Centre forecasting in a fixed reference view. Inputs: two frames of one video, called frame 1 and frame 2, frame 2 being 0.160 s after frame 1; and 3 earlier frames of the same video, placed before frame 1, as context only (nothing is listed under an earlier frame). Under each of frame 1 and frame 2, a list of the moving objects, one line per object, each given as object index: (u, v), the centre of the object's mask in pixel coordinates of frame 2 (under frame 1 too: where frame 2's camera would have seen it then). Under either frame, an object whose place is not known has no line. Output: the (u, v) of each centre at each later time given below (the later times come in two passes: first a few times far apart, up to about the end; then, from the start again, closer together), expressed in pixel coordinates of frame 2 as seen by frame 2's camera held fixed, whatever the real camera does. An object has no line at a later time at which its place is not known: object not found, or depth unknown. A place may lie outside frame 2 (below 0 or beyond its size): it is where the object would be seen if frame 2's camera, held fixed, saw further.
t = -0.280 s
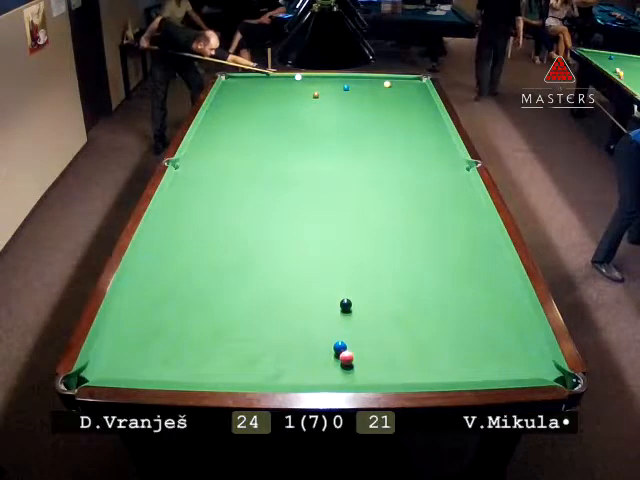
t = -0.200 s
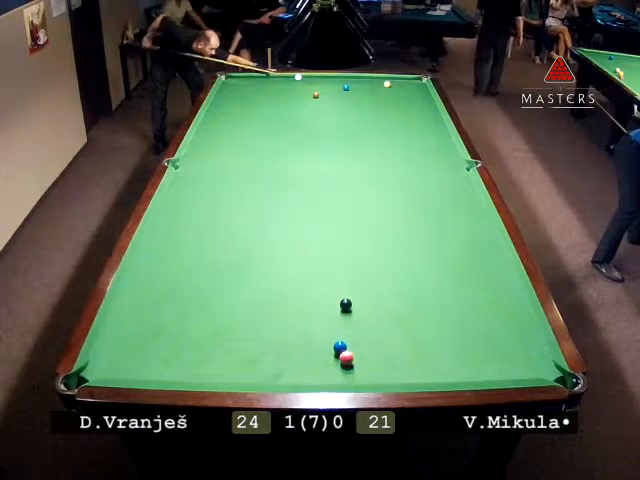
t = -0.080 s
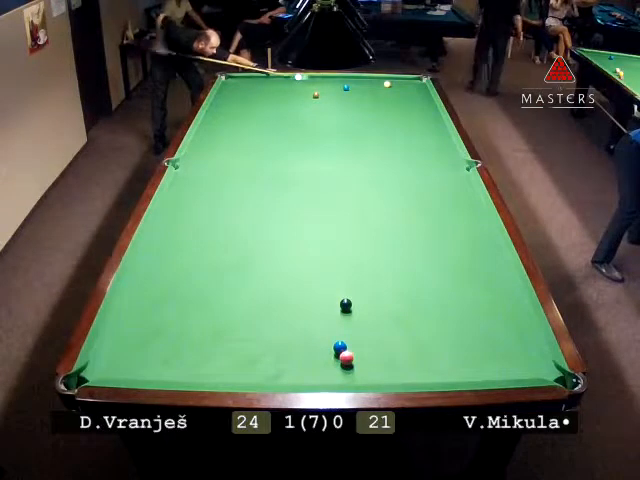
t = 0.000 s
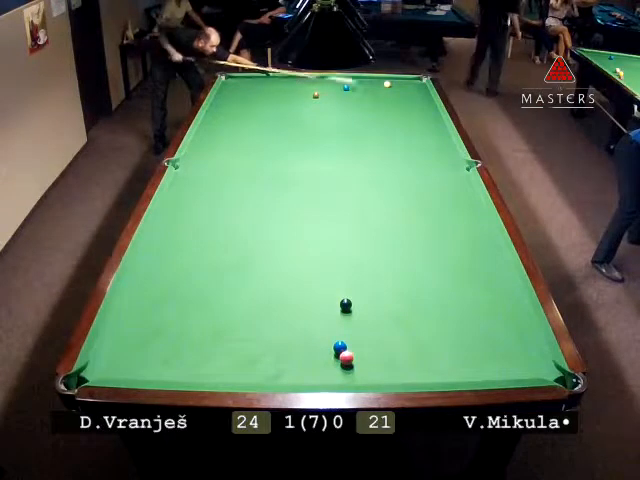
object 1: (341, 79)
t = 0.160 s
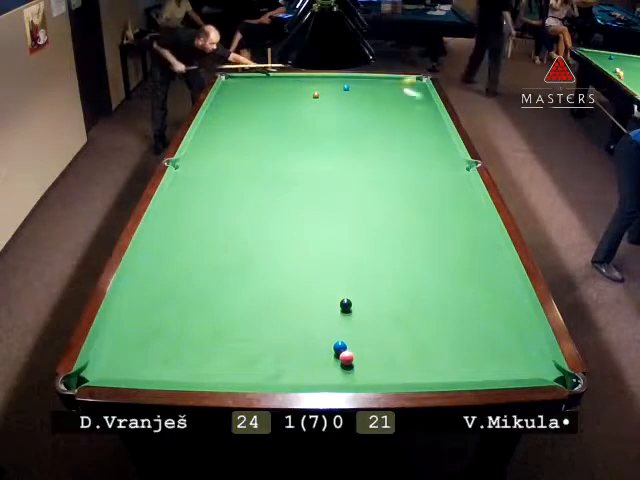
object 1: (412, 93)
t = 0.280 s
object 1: (421, 104)
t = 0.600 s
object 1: (335, 151)
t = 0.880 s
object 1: (251, 200)
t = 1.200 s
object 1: (135, 273)
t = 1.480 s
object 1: (175, 329)
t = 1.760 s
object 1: (215, 360)
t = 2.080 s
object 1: (259, 313)
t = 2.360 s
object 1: (290, 279)
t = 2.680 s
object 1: (321, 247)
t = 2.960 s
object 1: (344, 223)
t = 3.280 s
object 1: (365, 200)
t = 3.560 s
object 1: (382, 184)
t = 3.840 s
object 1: (396, 170)
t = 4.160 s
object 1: (410, 156)
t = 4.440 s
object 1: (422, 145)
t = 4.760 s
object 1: (432, 135)
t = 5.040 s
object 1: (440, 127)
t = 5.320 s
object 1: (437, 121)
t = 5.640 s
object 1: (428, 115)
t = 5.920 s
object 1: (421, 111)
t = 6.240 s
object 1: (416, 107)
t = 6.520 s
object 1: (410, 103)
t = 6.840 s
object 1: (406, 100)
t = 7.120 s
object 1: (402, 98)
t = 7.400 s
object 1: (399, 96)
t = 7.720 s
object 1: (396, 94)
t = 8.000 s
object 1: (394, 93)
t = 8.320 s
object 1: (393, 92)
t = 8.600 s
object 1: (392, 91)
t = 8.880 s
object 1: (392, 92)
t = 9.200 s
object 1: (392, 92)
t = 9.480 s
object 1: (392, 92)
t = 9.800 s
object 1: (392, 92)
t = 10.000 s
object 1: (392, 92)
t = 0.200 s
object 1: (425, 100)
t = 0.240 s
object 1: (429, 103)
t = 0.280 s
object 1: (421, 104)
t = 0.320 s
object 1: (411, 107)
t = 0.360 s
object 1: (400, 112)
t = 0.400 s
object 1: (390, 119)
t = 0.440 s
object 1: (380, 127)
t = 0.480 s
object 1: (368, 133)
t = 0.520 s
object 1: (357, 138)
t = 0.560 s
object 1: (346, 145)
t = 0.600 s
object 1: (335, 151)
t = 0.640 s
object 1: (324, 158)
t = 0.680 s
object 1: (311, 165)
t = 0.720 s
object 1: (301, 170)
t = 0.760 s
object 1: (289, 177)
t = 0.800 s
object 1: (277, 184)
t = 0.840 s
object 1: (265, 191)
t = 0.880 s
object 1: (251, 200)
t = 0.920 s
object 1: (238, 208)
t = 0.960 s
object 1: (224, 216)
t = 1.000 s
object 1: (210, 224)
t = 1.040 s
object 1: (194, 234)
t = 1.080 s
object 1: (178, 243)
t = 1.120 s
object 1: (162, 252)
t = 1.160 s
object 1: (145, 264)
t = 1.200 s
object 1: (135, 273)
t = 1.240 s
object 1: (141, 280)
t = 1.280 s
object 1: (148, 288)
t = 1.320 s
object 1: (155, 296)
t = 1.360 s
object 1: (160, 304)
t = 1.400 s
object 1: (166, 312)
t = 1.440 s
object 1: (170, 320)
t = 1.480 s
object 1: (175, 329)
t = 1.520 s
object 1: (180, 339)
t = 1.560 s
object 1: (186, 348)
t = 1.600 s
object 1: (191, 358)
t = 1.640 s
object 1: (198, 369)
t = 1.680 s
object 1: (203, 374)
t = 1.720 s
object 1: (209, 367)
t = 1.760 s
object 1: (215, 360)
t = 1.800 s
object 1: (222, 353)
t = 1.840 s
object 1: (227, 346)
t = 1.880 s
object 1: (233, 341)
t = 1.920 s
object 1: (238, 335)
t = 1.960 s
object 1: (244, 329)
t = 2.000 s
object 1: (249, 323)
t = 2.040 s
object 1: (254, 318)
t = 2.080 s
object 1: (259, 313)
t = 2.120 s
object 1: (264, 308)
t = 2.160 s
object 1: (269, 302)
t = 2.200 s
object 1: (273, 297)
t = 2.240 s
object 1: (278, 292)
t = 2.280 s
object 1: (282, 288)
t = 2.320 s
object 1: (286, 283)
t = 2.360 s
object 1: (290, 279)
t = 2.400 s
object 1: (294, 275)
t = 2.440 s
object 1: (298, 271)
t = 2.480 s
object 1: (303, 266)
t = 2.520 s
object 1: (306, 263)
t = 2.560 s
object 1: (310, 258)
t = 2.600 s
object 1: (314, 254)
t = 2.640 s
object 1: (318, 250)
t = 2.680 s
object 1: (321, 247)
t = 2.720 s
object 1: (325, 243)
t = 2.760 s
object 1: (328, 240)
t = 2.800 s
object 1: (331, 236)
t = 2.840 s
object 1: (335, 233)
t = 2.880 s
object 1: (338, 230)
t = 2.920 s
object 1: (340, 226)
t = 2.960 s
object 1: (344, 223)
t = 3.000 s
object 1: (347, 220)
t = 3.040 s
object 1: (350, 217)
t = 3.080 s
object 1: (353, 214)
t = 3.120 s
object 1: (355, 211)
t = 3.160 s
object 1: (358, 208)
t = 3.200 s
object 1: (361, 206)
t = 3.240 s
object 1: (363, 203)
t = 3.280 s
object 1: (365, 200)
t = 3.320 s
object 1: (368, 198)
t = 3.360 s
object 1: (370, 197)
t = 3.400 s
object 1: (374, 192)
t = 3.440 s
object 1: (375, 191)
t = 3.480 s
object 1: (378, 188)
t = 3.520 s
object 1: (379, 186)
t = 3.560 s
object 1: (382, 184)
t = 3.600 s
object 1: (384, 182)
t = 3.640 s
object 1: (387, 180)
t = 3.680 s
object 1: (389, 178)
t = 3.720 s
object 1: (390, 176)
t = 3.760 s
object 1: (393, 174)
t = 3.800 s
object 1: (394, 172)
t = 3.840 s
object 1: (396, 170)
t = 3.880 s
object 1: (399, 168)
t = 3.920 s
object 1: (401, 166)
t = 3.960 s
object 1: (402, 165)
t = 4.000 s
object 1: (404, 163)
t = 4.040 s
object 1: (406, 161)
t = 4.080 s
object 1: (407, 159)
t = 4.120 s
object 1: (409, 157)
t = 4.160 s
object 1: (410, 156)
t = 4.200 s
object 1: (412, 154)
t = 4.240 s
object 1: (413, 153)
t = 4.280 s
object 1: (415, 151)
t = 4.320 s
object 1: (417, 150)
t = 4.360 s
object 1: (419, 148)
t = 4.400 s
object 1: (420, 147)
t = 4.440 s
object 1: (422, 145)
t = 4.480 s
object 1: (423, 144)
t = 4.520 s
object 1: (424, 143)
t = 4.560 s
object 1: (426, 141)
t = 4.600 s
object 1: (427, 140)
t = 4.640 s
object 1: (428, 139)
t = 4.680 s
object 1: (429, 137)
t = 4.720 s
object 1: (431, 136)
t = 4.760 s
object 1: (432, 135)
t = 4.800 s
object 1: (433, 134)
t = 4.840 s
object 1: (435, 133)
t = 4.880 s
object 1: (436, 132)
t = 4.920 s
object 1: (437, 130)
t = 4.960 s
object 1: (437, 129)
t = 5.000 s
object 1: (439, 128)
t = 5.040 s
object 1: (440, 127)
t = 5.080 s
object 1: (441, 126)
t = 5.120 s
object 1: (442, 125)
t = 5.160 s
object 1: (441, 124)
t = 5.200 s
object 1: (441, 123)
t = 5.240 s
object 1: (439, 122)
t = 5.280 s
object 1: (438, 122)
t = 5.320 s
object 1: (437, 121)
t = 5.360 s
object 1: (435, 120)
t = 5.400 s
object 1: (434, 119)
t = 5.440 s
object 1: (433, 119)
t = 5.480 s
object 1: (432, 118)
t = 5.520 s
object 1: (431, 117)
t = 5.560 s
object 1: (430, 116)
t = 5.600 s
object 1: (429, 116)
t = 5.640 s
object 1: (428, 115)
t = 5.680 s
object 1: (427, 114)
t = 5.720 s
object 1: (426, 114)
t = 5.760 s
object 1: (425, 113)
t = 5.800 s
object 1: (424, 112)
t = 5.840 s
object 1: (423, 112)
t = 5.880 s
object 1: (422, 111)
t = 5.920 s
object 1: (421, 111)
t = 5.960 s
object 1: (421, 110)
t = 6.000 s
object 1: (420, 110)
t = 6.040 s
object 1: (419, 109)
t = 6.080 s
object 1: (418, 108)
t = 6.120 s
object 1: (417, 108)
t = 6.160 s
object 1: (417, 108)
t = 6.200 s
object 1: (416, 107)
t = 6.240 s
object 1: (416, 107)
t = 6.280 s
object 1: (414, 106)
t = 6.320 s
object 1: (414, 105)
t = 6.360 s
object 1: (413, 105)
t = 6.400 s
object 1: (412, 104)
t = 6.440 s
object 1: (412, 104)
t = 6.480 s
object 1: (411, 103)
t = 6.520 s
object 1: (410, 103)
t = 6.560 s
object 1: (410, 103)
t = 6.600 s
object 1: (409, 102)
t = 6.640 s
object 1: (408, 102)
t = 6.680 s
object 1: (408, 101)
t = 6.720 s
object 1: (407, 101)
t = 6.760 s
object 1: (407, 100)
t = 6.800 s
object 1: (407, 100)
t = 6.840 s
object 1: (406, 100)
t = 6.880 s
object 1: (405, 100)
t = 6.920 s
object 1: (404, 99)
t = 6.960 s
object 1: (404, 99)
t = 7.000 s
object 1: (403, 98)
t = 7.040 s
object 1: (403, 98)
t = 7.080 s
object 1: (402, 98)
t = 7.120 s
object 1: (402, 98)
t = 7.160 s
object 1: (401, 97)
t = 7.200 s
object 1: (401, 97)
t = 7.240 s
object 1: (400, 97)
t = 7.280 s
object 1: (400, 96)
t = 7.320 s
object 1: (400, 96)
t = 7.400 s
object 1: (399, 96)
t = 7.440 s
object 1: (399, 96)
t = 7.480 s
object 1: (399, 96)
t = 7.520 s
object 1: (398, 95)
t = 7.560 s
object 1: (398, 95)
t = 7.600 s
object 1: (397, 94)
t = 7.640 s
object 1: (397, 94)
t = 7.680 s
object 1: (396, 94)
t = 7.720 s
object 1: (396, 94)
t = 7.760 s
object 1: (396, 94)
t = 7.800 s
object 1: (395, 93)
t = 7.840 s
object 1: (395, 93)
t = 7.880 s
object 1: (395, 93)
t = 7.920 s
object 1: (395, 93)
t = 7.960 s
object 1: (394, 93)
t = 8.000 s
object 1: (394, 93)
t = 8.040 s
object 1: (394, 93)
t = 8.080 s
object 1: (394, 92)
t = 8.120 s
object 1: (394, 92)
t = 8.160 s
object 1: (393, 92)
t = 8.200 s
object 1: (393, 92)
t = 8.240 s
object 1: (393, 92)
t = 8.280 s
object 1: (393, 92)
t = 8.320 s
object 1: (393, 92)
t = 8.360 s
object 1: (393, 92)
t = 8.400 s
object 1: (393, 92)
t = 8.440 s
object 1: (393, 92)
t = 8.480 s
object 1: (393, 92)
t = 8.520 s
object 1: (393, 92)
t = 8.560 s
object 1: (392, 92)
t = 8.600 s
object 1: (392, 91)
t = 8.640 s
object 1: (392, 92)
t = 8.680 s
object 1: (392, 92)
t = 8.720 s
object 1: (392, 92)
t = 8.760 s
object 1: (392, 92)
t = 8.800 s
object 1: (392, 92)
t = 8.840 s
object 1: (392, 92)
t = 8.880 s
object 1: (392, 92)
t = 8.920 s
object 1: (392, 92)
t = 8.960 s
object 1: (392, 92)
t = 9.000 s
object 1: (392, 92)
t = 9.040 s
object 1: (392, 92)
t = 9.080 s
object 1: (392, 92)
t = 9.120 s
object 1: (392, 92)
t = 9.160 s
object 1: (392, 92)
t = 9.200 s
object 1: (392, 92)
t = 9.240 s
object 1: (392, 92)
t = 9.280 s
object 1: (392, 92)
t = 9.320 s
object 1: (392, 92)
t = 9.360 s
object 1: (392, 92)
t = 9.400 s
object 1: (392, 92)
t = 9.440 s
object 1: (392, 92)
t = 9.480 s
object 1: (392, 92)
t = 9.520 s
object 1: (392, 92)
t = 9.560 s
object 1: (392, 92)
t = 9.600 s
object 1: (392, 92)
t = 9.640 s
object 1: (392, 92)
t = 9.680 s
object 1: (392, 92)
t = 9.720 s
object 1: (392, 92)
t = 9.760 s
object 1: (392, 92)
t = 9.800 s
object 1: (392, 92)
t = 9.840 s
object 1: (392, 92)
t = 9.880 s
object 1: (392, 92)
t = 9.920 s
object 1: (392, 92)
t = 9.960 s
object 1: (392, 92)
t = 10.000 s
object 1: (392, 92)
